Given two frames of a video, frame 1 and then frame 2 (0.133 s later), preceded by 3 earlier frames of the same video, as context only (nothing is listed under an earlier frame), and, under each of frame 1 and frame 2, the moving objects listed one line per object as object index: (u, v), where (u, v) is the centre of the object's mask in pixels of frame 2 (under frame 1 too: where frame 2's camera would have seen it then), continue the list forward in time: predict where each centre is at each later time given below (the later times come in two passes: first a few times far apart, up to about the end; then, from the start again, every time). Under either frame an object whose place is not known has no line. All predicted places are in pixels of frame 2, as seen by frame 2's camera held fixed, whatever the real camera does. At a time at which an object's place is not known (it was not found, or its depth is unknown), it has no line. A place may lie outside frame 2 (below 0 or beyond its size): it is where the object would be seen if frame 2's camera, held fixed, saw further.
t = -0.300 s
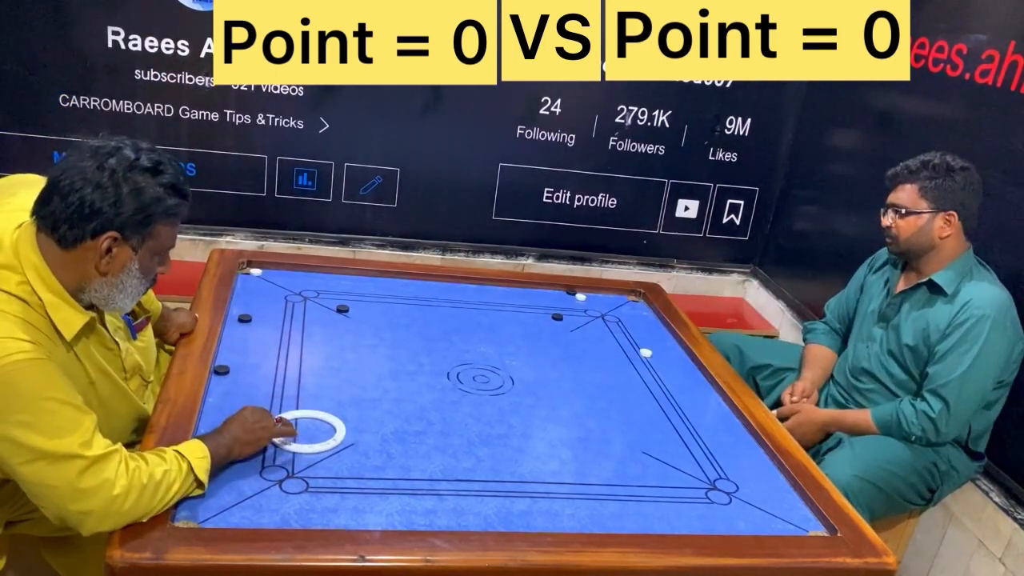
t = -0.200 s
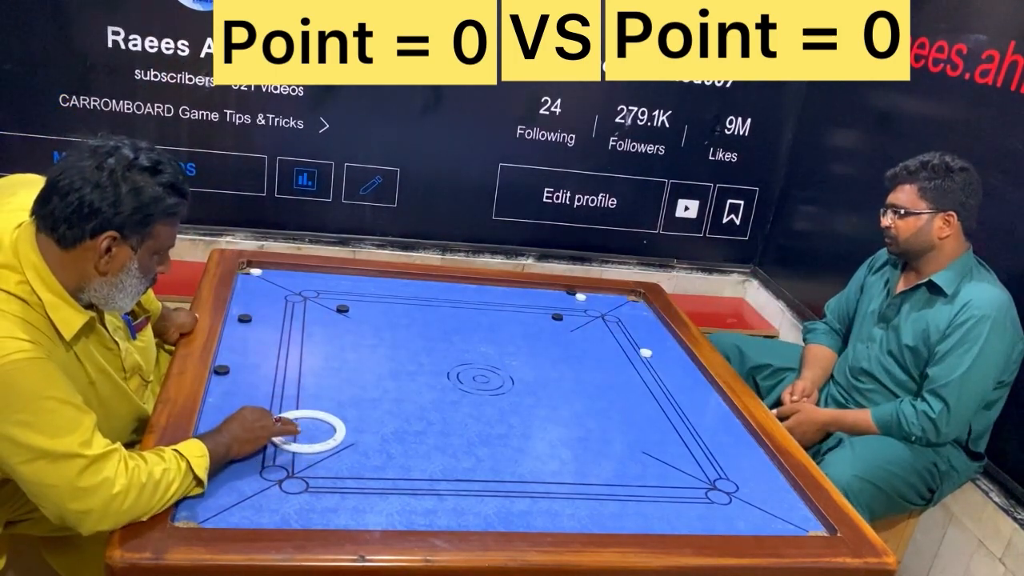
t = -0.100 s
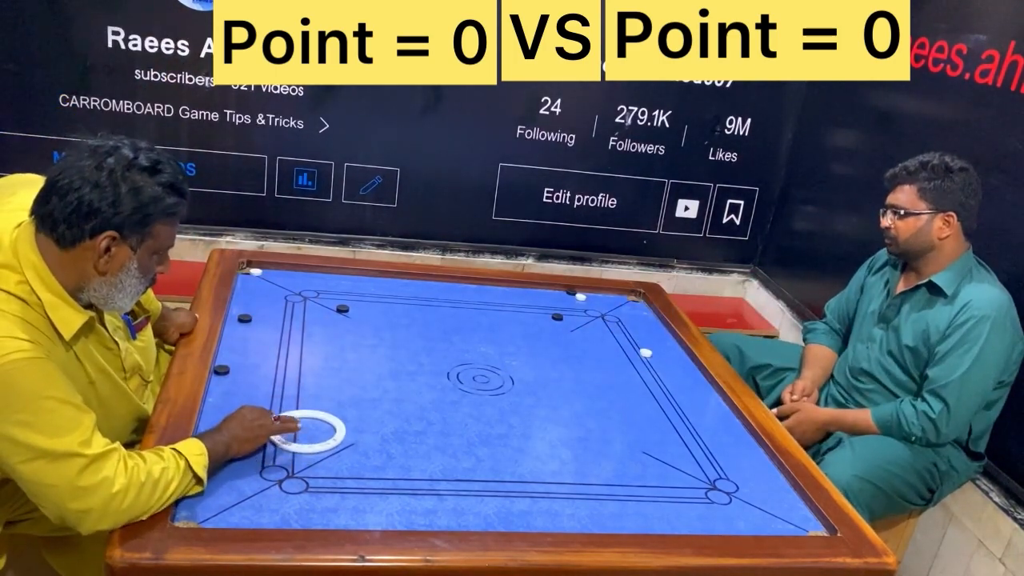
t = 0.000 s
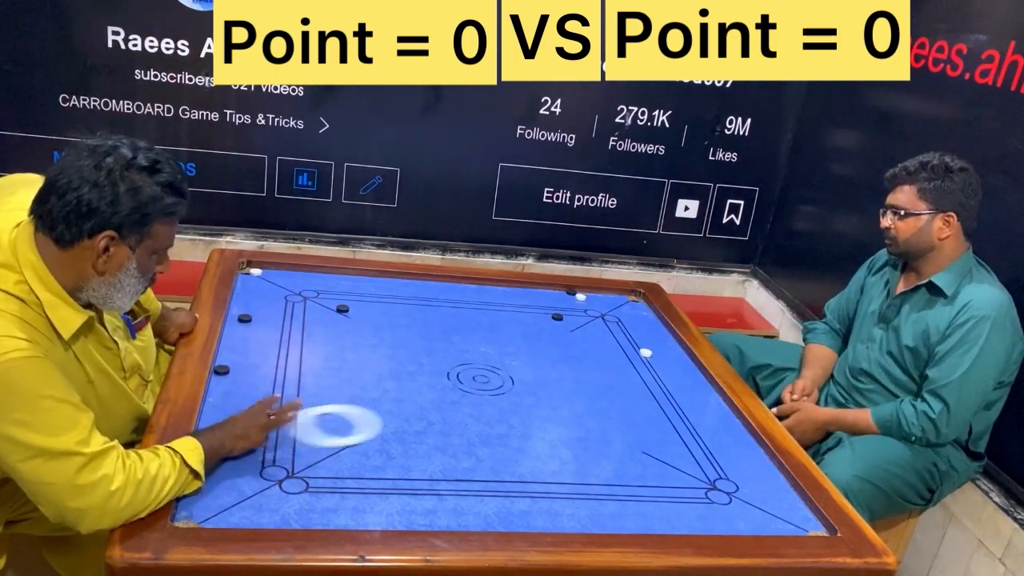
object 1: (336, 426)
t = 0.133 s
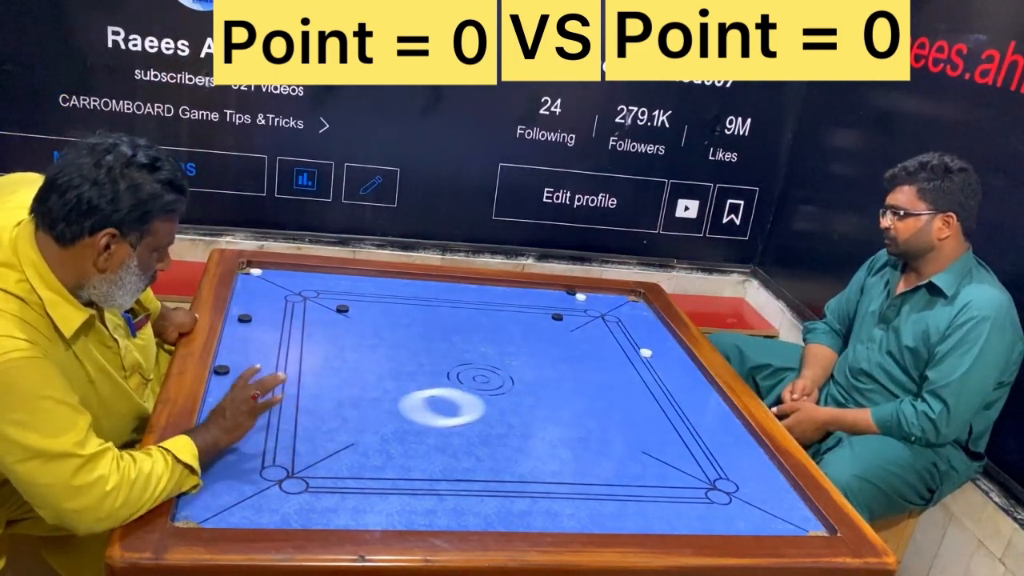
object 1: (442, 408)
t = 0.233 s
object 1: (512, 395)
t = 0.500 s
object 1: (666, 369)
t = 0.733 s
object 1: (567, 353)
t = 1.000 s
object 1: (442, 336)
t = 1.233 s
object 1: (335, 322)
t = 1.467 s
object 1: (263, 311)
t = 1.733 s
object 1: (301, 307)
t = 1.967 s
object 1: (329, 305)
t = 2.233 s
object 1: (357, 303)
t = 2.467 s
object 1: (377, 302)
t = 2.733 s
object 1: (396, 302)
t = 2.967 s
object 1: (407, 302)
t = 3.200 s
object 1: (414, 302)
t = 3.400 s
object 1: (417, 303)
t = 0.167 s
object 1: (466, 403)
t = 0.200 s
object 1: (490, 399)
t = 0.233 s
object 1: (512, 395)
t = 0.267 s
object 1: (534, 392)
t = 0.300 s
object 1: (554, 388)
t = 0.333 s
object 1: (575, 385)
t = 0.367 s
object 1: (594, 381)
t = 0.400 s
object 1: (613, 378)
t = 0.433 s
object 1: (631, 375)
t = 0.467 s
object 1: (649, 372)
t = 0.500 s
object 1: (666, 369)
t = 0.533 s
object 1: (664, 366)
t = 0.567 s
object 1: (647, 364)
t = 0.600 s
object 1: (631, 362)
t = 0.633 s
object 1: (615, 360)
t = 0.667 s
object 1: (599, 358)
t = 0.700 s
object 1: (583, 355)
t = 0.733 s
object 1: (567, 353)
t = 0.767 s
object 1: (552, 351)
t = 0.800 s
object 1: (536, 349)
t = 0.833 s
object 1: (521, 347)
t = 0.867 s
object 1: (505, 344)
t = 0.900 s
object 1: (489, 342)
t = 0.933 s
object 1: (474, 340)
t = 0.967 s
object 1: (458, 338)
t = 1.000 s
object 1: (442, 336)
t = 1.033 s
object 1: (427, 334)
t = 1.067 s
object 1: (411, 331)
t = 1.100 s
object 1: (396, 329)
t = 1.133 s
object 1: (380, 327)
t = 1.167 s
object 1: (365, 325)
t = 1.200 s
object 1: (349, 323)
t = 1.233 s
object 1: (335, 322)
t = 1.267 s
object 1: (320, 320)
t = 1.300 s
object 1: (305, 318)
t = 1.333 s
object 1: (290, 317)
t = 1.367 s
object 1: (276, 315)
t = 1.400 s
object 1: (266, 314)
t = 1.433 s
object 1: (260, 312)
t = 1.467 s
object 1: (263, 311)
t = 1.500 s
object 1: (268, 310)
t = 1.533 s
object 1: (272, 310)
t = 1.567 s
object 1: (277, 309)
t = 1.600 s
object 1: (282, 309)
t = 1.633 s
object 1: (287, 309)
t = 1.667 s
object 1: (291, 308)
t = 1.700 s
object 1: (296, 308)
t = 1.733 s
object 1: (301, 307)
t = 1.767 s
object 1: (305, 307)
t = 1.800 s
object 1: (309, 306)
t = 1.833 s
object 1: (313, 306)
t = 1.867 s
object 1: (317, 306)
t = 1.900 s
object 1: (321, 305)
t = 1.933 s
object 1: (325, 305)
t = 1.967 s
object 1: (329, 305)
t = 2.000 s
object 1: (333, 304)
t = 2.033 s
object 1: (337, 304)
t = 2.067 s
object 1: (340, 304)
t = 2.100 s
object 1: (344, 304)
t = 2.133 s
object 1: (347, 304)
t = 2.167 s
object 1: (351, 303)
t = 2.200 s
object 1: (354, 303)
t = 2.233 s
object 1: (357, 303)
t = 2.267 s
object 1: (360, 303)
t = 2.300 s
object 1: (363, 303)
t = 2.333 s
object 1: (366, 303)
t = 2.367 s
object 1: (369, 302)
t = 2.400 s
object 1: (372, 302)
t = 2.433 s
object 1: (375, 302)
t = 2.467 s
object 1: (377, 302)
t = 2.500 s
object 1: (380, 302)
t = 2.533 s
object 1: (383, 302)
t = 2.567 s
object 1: (385, 302)
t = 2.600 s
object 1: (387, 302)
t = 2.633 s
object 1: (389, 302)
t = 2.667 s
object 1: (392, 301)
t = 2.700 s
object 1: (394, 302)
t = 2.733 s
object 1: (396, 302)
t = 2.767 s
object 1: (397, 302)
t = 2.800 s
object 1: (399, 302)
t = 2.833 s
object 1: (401, 302)
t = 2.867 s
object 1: (402, 302)
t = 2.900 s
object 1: (404, 302)
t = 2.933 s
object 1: (405, 302)
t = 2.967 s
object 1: (407, 302)
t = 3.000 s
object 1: (408, 302)
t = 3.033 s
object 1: (409, 302)
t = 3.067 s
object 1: (410, 302)
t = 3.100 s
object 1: (411, 302)
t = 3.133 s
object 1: (412, 302)
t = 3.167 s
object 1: (413, 302)
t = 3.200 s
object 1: (414, 302)
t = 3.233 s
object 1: (415, 302)
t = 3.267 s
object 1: (415, 302)
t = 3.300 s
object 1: (416, 303)
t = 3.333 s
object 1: (416, 303)
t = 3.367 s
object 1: (416, 303)
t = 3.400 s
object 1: (417, 303)
